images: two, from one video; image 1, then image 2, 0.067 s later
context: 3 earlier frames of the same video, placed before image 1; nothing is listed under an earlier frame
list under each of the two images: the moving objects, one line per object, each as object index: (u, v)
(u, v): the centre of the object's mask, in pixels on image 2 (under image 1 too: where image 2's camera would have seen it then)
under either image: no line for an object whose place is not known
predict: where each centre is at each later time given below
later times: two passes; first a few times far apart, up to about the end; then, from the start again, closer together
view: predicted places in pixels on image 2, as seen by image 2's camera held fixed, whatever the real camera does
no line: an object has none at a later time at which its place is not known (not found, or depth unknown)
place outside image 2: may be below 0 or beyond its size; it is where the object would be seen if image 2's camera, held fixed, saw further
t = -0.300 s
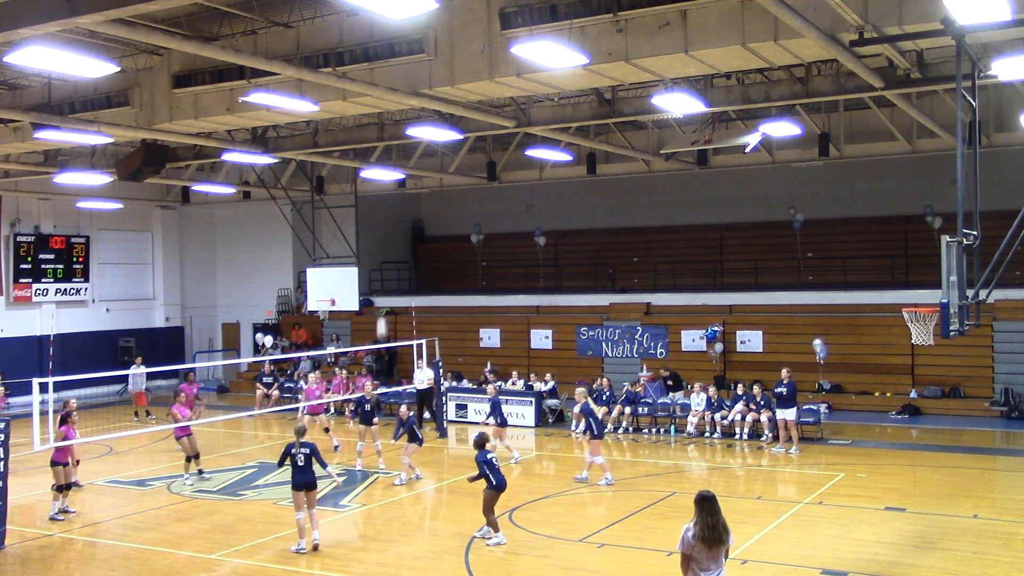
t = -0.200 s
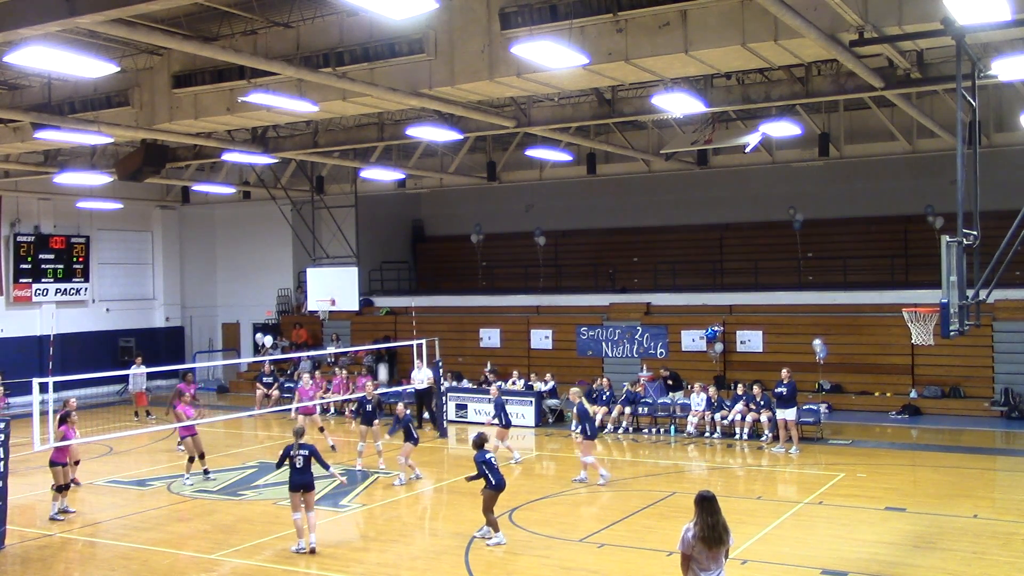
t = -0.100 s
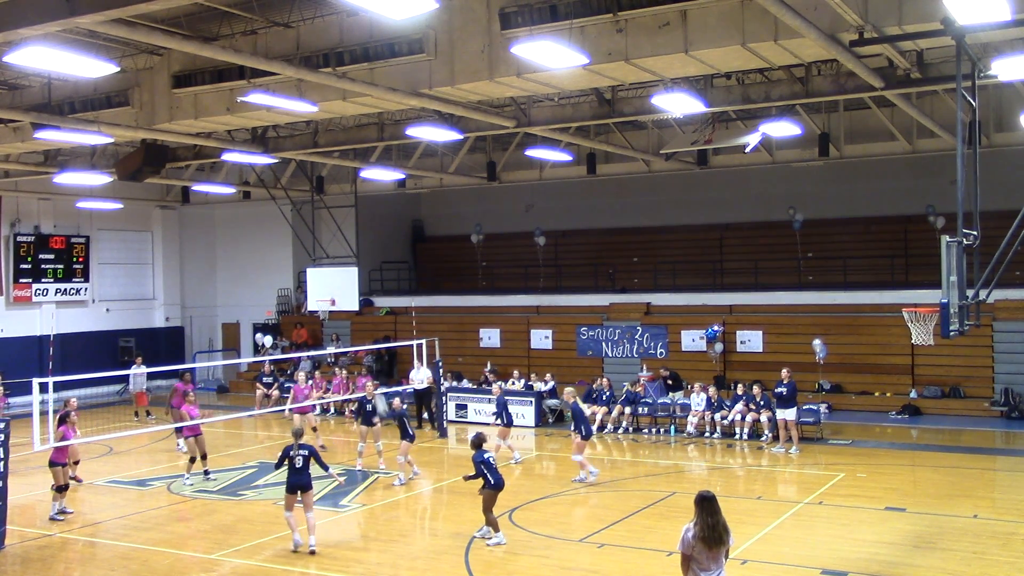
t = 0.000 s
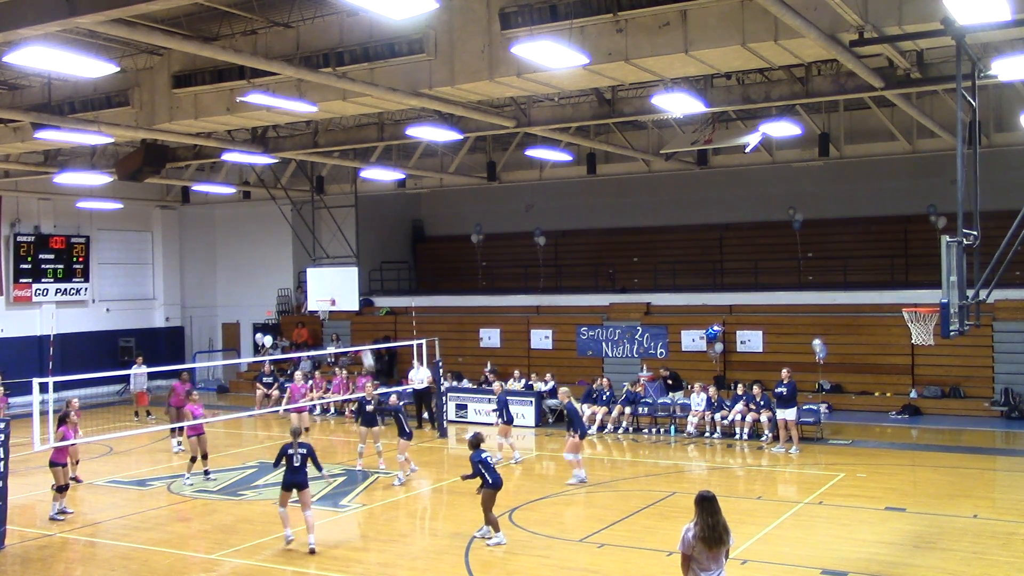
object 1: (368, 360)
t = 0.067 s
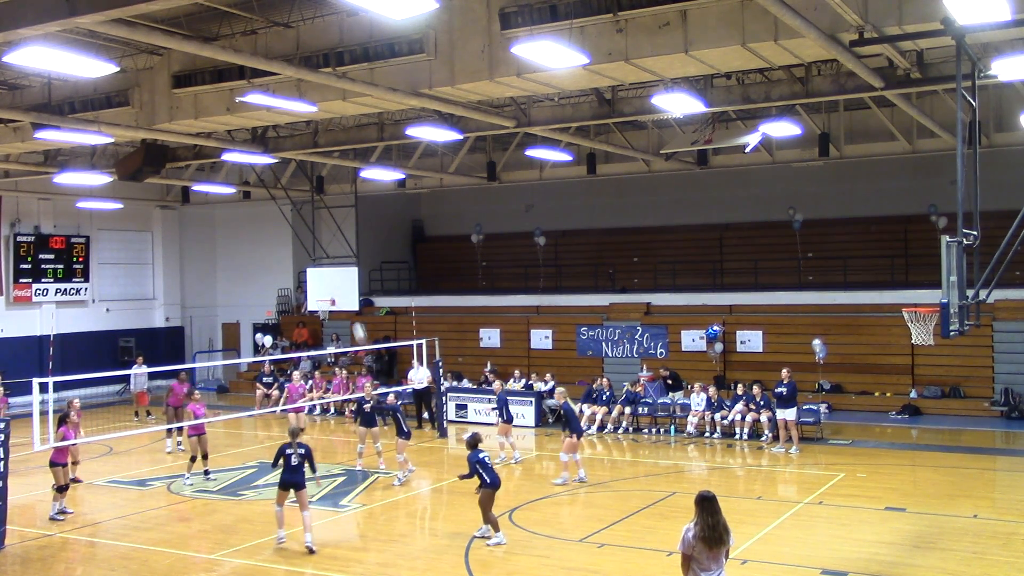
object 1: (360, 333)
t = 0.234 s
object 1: (339, 273)
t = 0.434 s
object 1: (314, 226)
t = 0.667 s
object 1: (285, 197)
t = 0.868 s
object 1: (260, 198)
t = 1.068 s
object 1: (236, 223)
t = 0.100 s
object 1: (355, 321)
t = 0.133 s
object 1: (351, 310)
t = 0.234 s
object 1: (339, 273)
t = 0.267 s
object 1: (334, 263)
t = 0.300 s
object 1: (330, 255)
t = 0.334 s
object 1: (326, 247)
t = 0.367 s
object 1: (322, 239)
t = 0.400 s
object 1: (318, 232)
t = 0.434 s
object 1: (314, 226)
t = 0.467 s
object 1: (309, 220)
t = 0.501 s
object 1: (305, 213)
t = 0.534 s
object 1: (301, 209)
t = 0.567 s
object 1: (297, 205)
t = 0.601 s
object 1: (293, 202)
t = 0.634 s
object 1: (289, 199)
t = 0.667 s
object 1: (285, 197)
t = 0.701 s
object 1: (281, 195)
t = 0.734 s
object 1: (277, 194)
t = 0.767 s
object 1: (272, 194)
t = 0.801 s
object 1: (268, 195)
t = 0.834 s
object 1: (264, 196)
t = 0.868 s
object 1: (260, 198)
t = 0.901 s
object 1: (256, 200)
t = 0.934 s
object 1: (252, 203)
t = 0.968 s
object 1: (248, 207)
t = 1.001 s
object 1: (244, 212)
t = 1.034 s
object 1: (240, 217)
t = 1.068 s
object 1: (236, 223)
